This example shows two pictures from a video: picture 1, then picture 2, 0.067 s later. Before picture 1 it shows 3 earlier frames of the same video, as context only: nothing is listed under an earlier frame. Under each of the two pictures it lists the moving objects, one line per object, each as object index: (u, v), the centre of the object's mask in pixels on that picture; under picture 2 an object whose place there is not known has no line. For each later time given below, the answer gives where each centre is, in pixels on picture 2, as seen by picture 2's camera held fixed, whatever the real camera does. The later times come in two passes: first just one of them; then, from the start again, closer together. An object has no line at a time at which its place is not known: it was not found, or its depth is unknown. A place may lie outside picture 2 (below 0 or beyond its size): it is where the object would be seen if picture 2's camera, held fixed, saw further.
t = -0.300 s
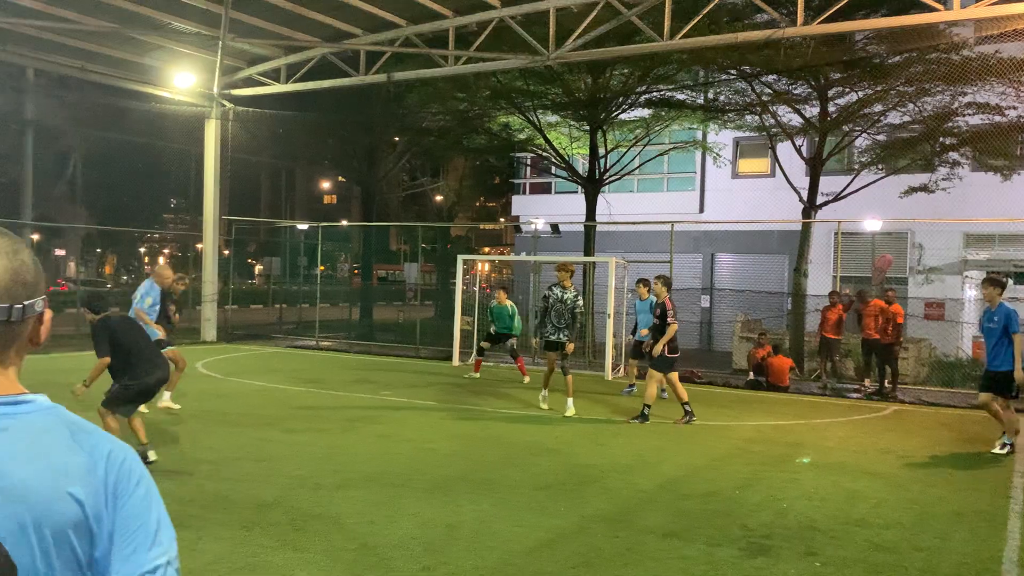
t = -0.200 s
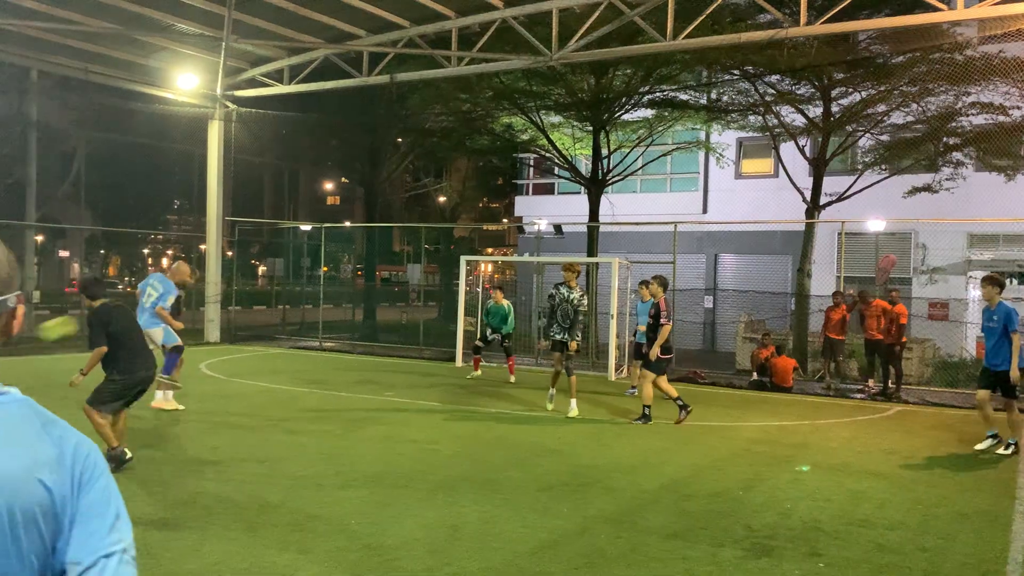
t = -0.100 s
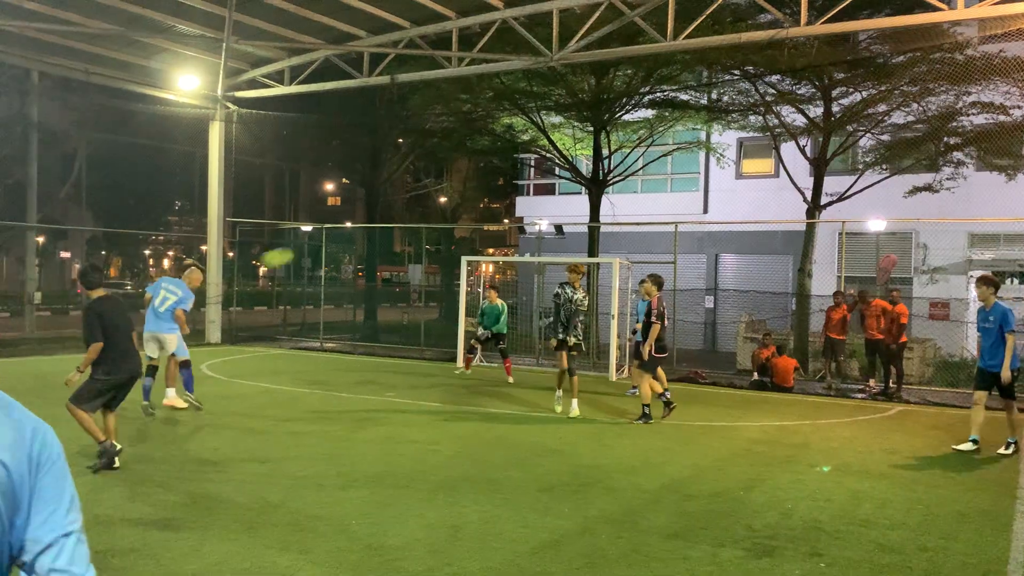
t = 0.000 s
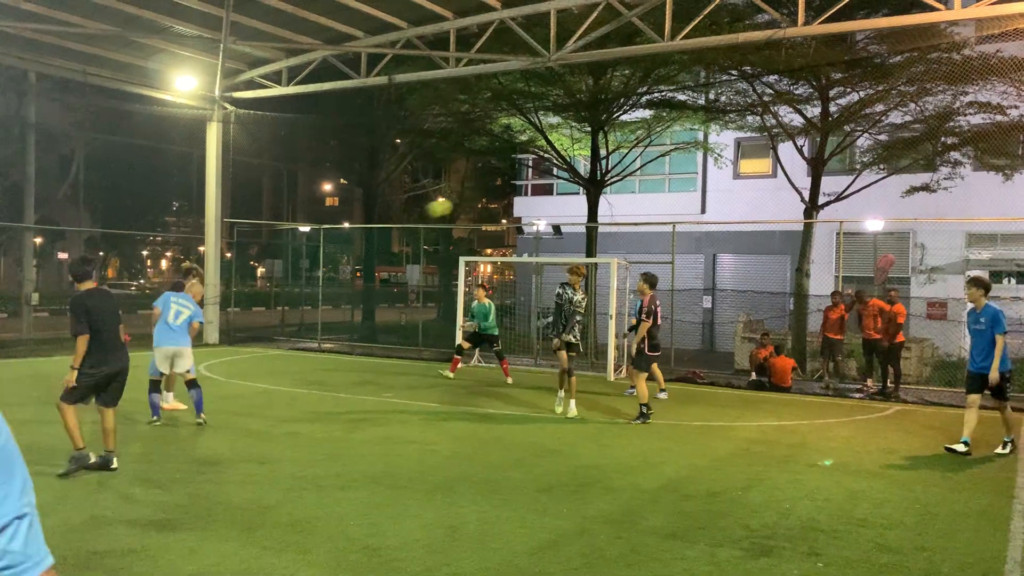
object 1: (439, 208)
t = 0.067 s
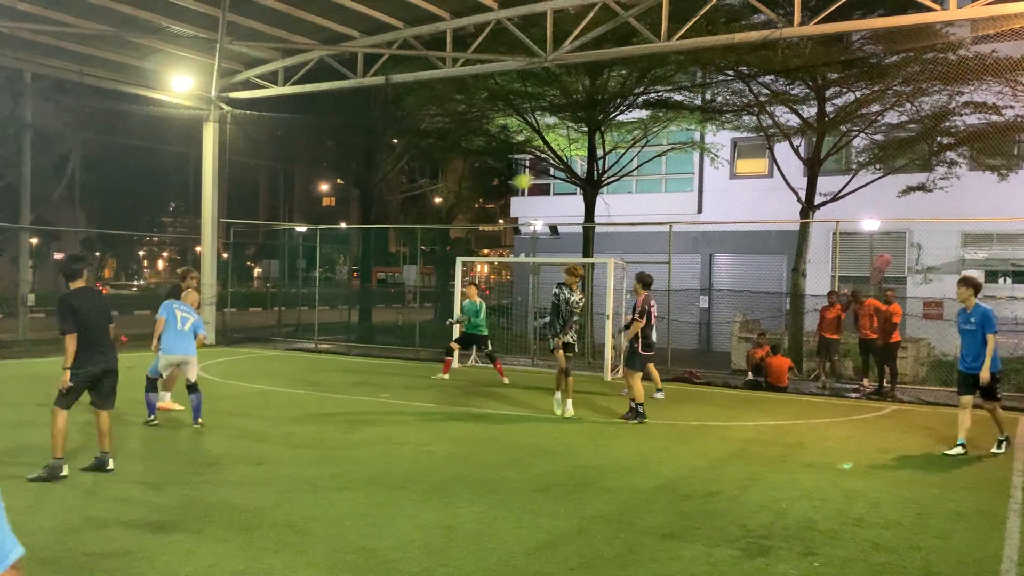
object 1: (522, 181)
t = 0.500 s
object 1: (774, 133)
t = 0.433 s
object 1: (765, 126)
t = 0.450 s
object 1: (767, 128)
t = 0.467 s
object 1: (769, 130)
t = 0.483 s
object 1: (772, 131)
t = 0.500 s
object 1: (774, 133)
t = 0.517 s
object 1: (776, 136)
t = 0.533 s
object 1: (778, 140)
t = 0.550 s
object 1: (779, 143)
